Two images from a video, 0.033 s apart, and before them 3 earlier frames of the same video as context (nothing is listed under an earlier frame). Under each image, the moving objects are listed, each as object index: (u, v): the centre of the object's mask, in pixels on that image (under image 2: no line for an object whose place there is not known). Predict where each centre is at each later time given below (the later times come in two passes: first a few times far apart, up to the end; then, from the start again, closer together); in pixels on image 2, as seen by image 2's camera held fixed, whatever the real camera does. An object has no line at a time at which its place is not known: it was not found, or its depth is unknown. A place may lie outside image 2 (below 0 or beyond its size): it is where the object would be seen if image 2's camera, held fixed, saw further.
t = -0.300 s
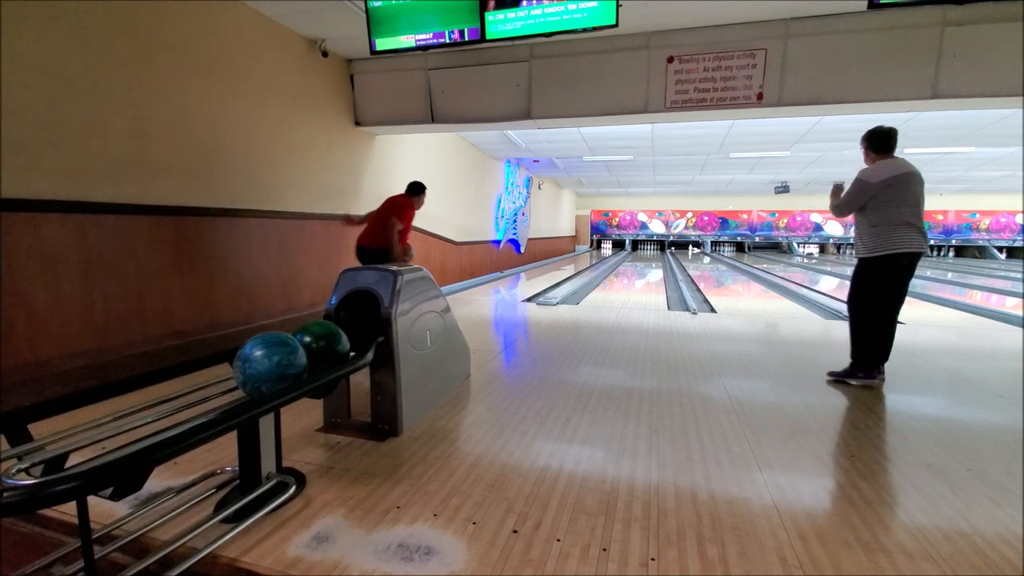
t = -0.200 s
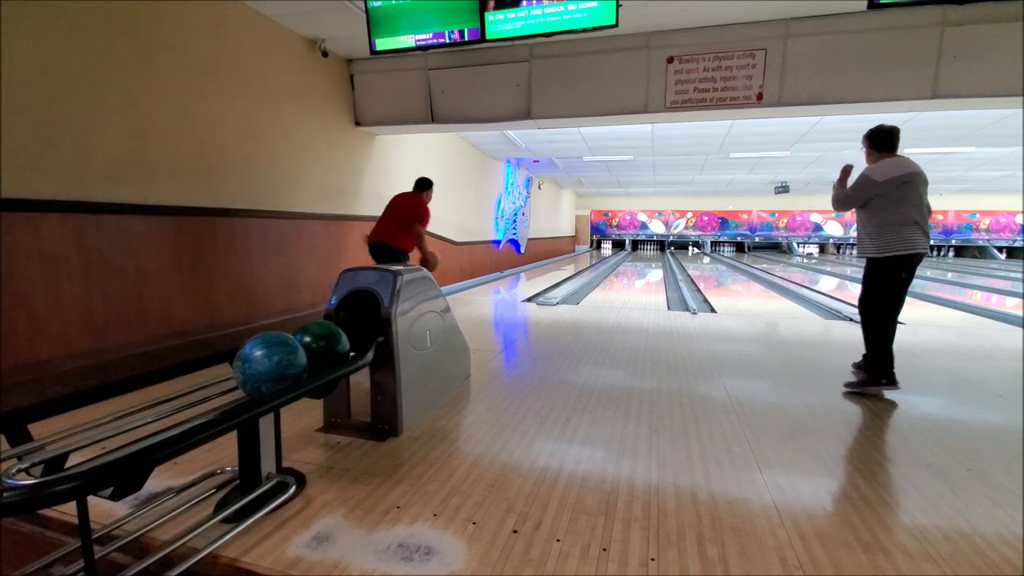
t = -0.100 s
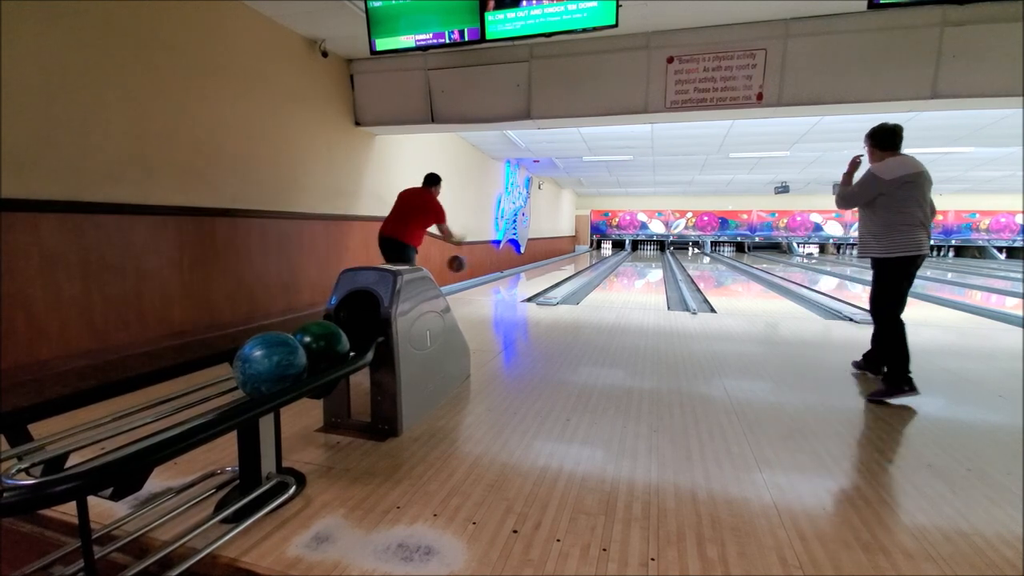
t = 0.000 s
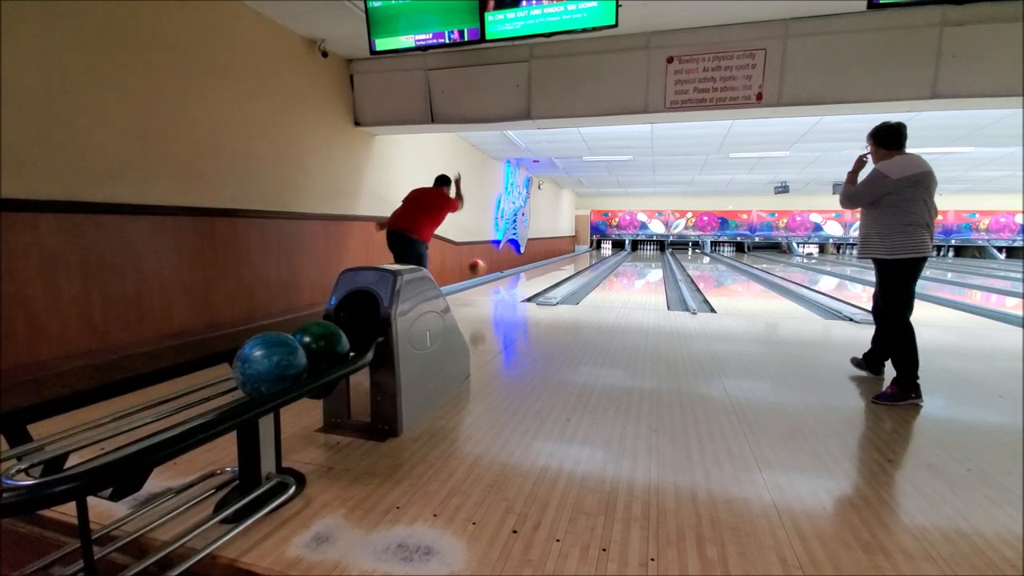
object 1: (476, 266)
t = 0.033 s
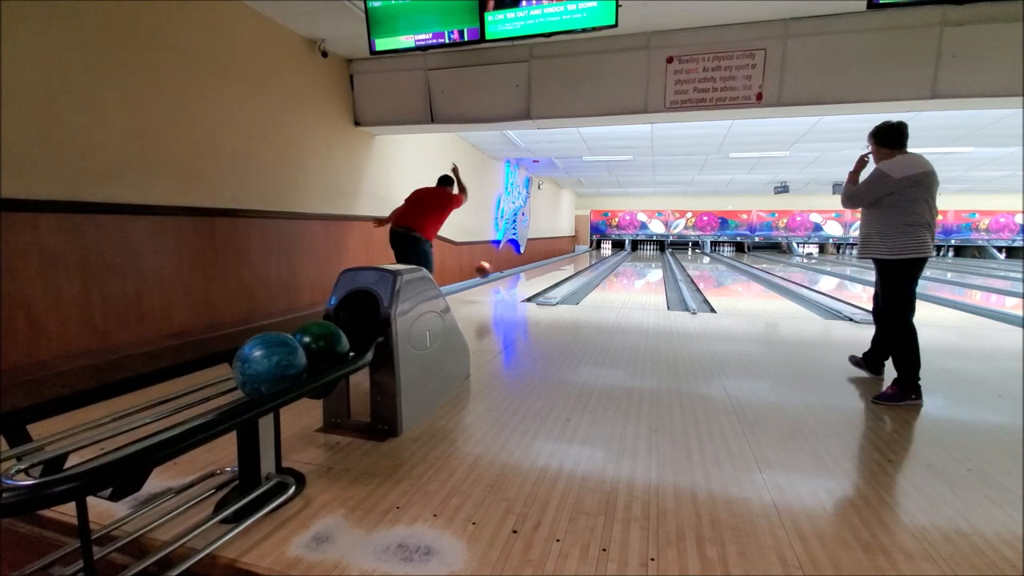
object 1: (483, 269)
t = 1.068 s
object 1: (571, 263)
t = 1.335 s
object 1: (581, 259)
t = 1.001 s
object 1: (569, 264)
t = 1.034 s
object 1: (570, 263)
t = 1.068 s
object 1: (571, 263)
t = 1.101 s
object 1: (573, 263)
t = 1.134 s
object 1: (574, 262)
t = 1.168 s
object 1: (575, 261)
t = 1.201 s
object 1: (576, 261)
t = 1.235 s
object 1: (578, 261)
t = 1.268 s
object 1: (579, 260)
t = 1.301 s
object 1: (580, 260)
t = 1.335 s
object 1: (581, 259)
